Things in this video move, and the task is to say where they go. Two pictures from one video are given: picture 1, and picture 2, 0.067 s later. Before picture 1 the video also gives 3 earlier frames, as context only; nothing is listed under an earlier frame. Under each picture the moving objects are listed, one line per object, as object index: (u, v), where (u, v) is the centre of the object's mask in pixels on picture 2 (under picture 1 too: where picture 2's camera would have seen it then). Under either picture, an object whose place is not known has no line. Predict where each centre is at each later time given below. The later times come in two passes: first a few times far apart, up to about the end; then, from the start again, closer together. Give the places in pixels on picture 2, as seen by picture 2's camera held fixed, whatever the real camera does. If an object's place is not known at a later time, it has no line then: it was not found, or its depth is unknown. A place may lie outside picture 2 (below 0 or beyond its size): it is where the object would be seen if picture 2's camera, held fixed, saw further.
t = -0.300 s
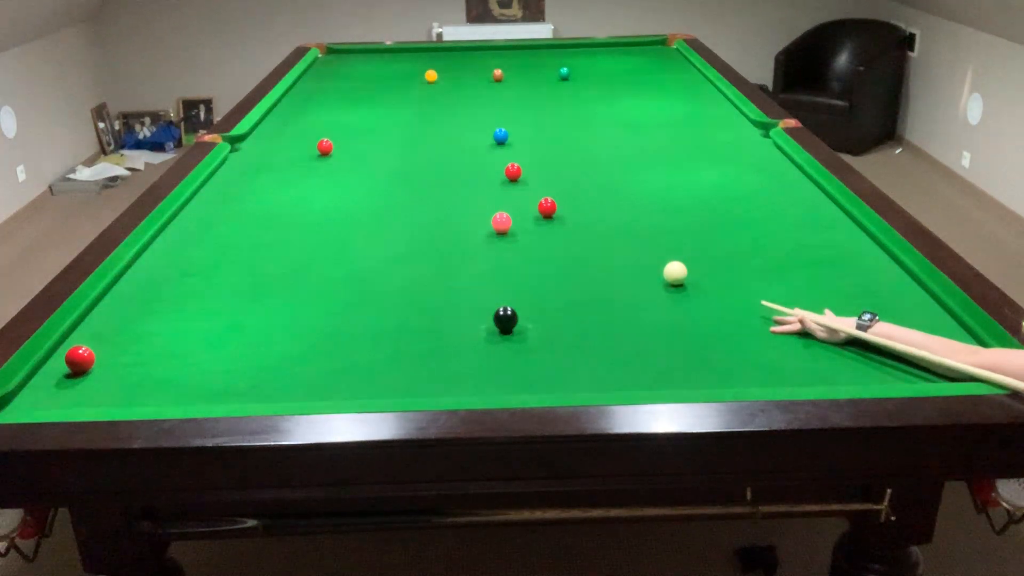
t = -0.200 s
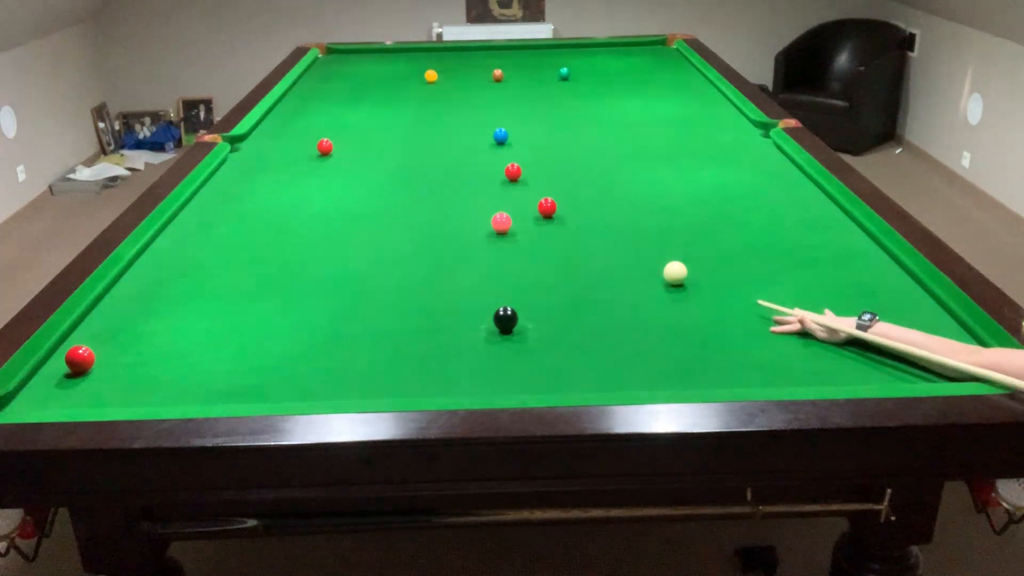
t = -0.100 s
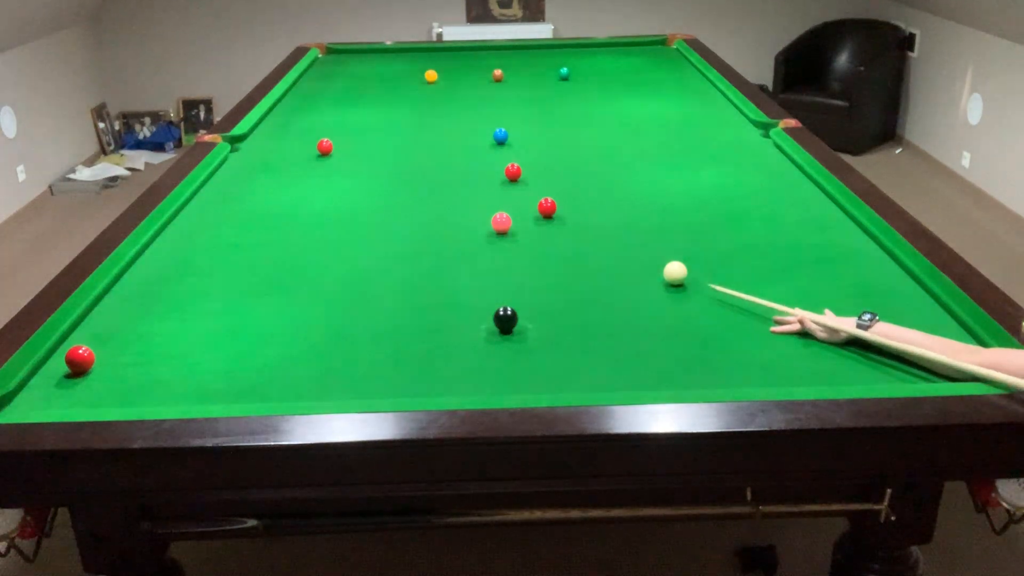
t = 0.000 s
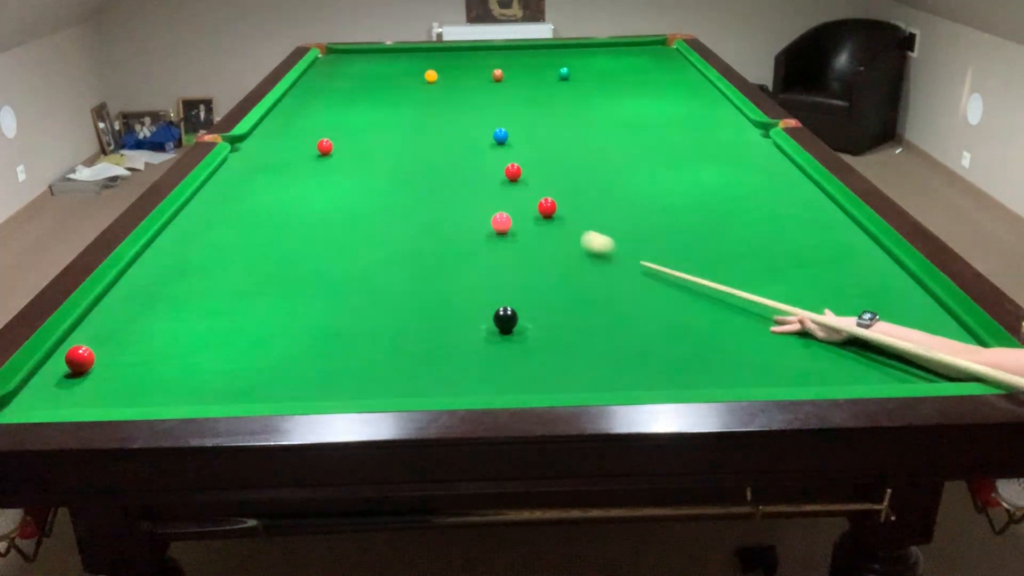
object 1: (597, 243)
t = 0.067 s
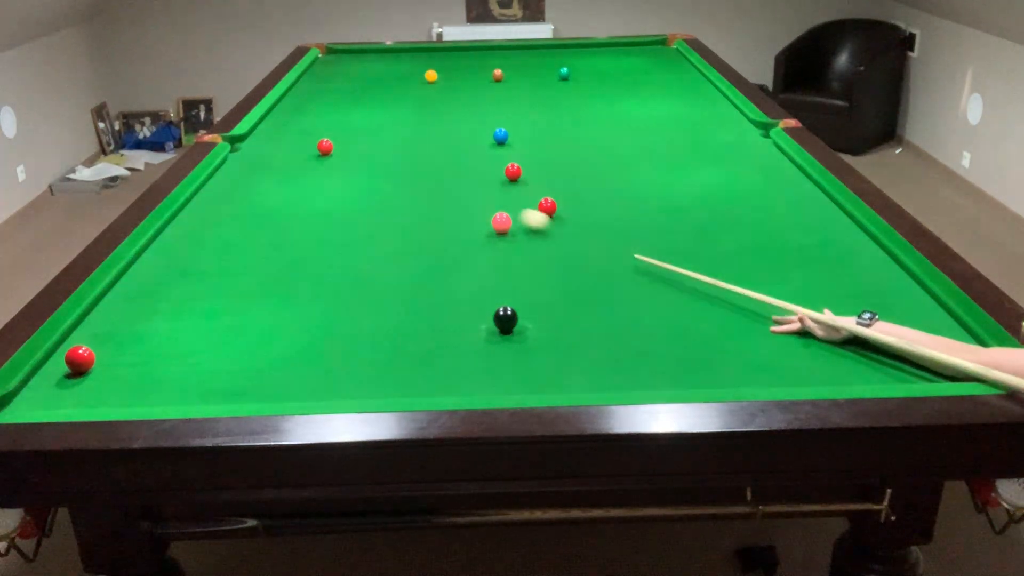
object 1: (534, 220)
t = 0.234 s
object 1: (418, 176)
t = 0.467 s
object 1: (350, 138)
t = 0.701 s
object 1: (366, 116)
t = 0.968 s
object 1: (378, 95)
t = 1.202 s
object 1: (387, 80)
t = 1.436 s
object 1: (395, 67)
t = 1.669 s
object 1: (401, 55)
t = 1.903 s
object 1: (406, 50)
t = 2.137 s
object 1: (407, 57)
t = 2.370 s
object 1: (408, 63)
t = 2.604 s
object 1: (410, 70)
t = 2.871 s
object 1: (412, 78)
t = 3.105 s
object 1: (413, 86)
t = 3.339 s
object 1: (415, 93)
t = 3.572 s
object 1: (416, 101)
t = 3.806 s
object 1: (418, 110)
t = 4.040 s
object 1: (423, 117)
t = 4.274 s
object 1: (422, 126)
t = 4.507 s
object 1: (424, 135)
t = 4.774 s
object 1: (427, 145)
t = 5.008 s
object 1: (429, 154)
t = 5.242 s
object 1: (431, 163)
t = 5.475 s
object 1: (434, 173)
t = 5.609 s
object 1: (435, 178)
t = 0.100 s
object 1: (507, 208)
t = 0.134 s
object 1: (482, 200)
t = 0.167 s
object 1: (458, 191)
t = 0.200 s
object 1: (437, 183)
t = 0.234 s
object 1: (418, 176)
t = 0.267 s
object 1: (398, 169)
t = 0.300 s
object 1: (381, 162)
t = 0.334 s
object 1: (365, 156)
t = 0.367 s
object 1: (350, 151)
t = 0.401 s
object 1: (341, 146)
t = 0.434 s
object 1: (346, 142)
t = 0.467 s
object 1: (350, 138)
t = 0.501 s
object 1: (354, 134)
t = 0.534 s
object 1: (357, 131)
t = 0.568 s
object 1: (359, 128)
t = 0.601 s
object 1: (361, 125)
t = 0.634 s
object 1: (362, 122)
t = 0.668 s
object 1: (364, 119)
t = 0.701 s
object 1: (366, 116)
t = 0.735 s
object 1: (368, 113)
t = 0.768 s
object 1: (369, 110)
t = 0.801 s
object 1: (371, 108)
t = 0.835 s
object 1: (372, 105)
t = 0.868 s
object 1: (374, 103)
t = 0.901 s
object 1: (375, 100)
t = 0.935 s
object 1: (377, 98)
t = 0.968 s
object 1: (378, 95)
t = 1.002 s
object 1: (380, 93)
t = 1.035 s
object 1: (381, 91)
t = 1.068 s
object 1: (382, 88)
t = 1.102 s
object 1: (384, 86)
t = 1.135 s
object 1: (385, 84)
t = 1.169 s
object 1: (386, 82)
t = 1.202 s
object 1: (387, 80)
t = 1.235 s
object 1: (388, 78)
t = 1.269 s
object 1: (390, 76)
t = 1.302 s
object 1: (391, 74)
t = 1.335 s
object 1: (392, 72)
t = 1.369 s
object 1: (393, 70)
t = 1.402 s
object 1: (394, 69)
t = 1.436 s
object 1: (395, 67)
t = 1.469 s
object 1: (396, 65)
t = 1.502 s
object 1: (397, 64)
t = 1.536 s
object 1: (398, 62)
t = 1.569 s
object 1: (399, 60)
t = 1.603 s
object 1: (399, 58)
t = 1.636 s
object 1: (400, 57)
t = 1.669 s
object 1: (401, 55)
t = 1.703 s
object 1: (402, 54)
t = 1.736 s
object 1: (403, 52)
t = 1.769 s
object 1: (404, 51)
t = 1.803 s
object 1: (405, 49)
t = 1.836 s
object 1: (405, 48)
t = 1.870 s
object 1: (405, 49)
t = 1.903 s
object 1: (406, 50)
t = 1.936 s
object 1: (406, 51)
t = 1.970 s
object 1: (406, 52)
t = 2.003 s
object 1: (406, 53)
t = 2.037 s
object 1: (406, 54)
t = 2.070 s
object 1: (407, 55)
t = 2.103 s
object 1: (407, 56)
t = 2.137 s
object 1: (407, 57)
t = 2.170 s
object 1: (407, 58)
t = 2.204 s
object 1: (407, 58)
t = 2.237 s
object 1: (408, 59)
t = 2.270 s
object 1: (408, 60)
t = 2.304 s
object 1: (408, 61)
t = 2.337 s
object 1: (408, 62)
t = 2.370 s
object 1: (408, 63)
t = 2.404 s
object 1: (408, 64)
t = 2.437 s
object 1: (409, 65)
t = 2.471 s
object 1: (409, 66)
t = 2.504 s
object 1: (409, 67)
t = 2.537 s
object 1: (409, 68)
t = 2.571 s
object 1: (410, 69)
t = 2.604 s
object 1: (410, 70)
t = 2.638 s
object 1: (410, 71)
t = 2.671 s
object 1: (410, 72)
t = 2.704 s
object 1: (411, 73)
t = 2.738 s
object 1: (411, 74)
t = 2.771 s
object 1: (411, 75)
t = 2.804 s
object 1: (411, 76)
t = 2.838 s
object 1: (411, 77)
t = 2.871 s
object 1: (412, 78)
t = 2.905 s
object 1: (412, 79)
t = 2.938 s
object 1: (412, 81)
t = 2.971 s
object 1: (412, 81)
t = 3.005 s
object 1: (412, 83)
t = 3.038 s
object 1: (413, 84)
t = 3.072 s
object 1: (413, 85)
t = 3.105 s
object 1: (413, 86)
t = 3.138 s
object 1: (413, 87)
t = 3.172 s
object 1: (414, 88)
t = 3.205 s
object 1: (414, 89)
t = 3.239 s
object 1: (414, 90)
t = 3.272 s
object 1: (414, 91)
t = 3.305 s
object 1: (414, 92)
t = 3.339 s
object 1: (415, 93)
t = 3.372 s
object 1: (415, 95)
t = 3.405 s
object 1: (415, 96)
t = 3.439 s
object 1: (415, 97)
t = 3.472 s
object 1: (416, 98)
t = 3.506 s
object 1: (416, 99)
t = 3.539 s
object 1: (416, 100)
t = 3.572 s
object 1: (416, 101)
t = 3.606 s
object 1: (417, 102)
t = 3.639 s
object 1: (417, 103)
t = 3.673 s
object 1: (417, 105)
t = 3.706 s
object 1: (417, 106)
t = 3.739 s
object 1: (418, 107)
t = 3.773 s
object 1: (418, 108)
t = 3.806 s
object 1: (418, 110)
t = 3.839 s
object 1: (418, 110)
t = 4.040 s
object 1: (423, 117)
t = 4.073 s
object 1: (420, 119)
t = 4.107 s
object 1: (421, 120)
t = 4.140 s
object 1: (421, 121)
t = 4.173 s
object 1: (421, 123)
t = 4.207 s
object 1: (421, 124)
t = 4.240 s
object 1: (422, 125)
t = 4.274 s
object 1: (422, 126)
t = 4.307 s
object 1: (422, 127)
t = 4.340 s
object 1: (422, 128)
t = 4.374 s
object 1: (423, 130)
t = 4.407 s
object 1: (423, 131)
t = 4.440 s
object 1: (423, 132)
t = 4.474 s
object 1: (424, 133)
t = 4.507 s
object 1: (424, 135)
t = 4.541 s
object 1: (424, 136)
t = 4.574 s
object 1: (425, 137)
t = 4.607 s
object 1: (425, 139)
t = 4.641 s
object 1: (425, 140)
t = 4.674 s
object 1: (426, 141)
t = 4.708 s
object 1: (426, 143)
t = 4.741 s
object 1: (426, 144)
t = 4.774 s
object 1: (427, 145)
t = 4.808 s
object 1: (427, 146)
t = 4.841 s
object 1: (427, 148)
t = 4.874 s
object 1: (428, 149)
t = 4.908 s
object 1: (428, 150)
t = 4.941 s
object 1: (428, 152)
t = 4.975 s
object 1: (428, 153)
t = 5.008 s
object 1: (429, 154)
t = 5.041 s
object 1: (429, 155)
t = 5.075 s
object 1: (429, 157)
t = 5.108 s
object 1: (430, 158)
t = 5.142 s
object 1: (430, 159)
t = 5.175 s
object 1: (430, 161)
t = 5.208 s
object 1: (431, 162)
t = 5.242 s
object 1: (431, 163)
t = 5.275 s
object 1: (432, 165)
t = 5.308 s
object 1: (432, 166)
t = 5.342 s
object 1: (432, 167)
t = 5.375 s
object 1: (433, 169)
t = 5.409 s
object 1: (433, 170)
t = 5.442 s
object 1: (433, 171)
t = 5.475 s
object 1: (434, 173)
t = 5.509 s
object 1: (434, 174)
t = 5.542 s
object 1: (434, 175)
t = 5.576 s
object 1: (435, 177)
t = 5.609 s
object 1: (435, 178)
